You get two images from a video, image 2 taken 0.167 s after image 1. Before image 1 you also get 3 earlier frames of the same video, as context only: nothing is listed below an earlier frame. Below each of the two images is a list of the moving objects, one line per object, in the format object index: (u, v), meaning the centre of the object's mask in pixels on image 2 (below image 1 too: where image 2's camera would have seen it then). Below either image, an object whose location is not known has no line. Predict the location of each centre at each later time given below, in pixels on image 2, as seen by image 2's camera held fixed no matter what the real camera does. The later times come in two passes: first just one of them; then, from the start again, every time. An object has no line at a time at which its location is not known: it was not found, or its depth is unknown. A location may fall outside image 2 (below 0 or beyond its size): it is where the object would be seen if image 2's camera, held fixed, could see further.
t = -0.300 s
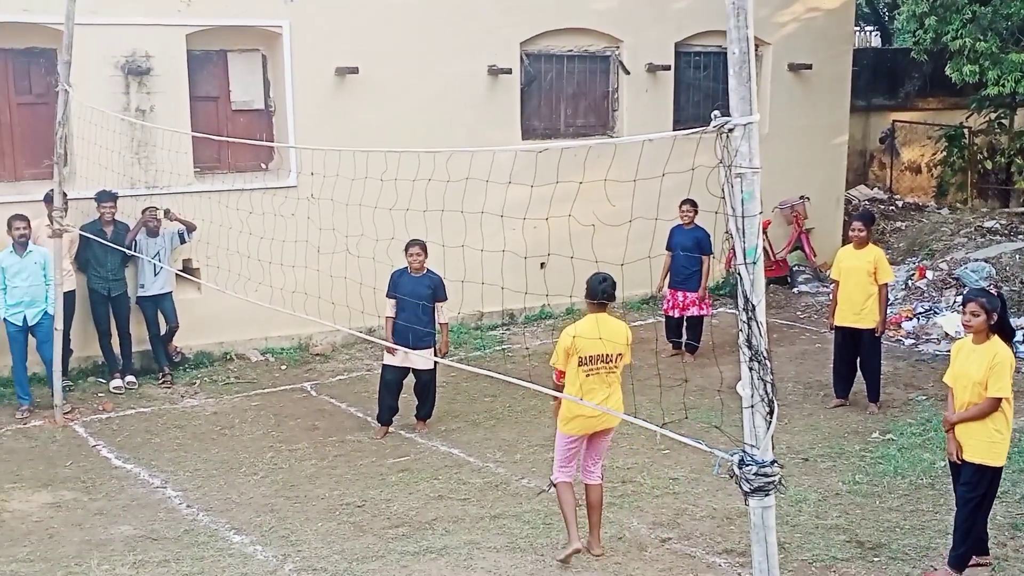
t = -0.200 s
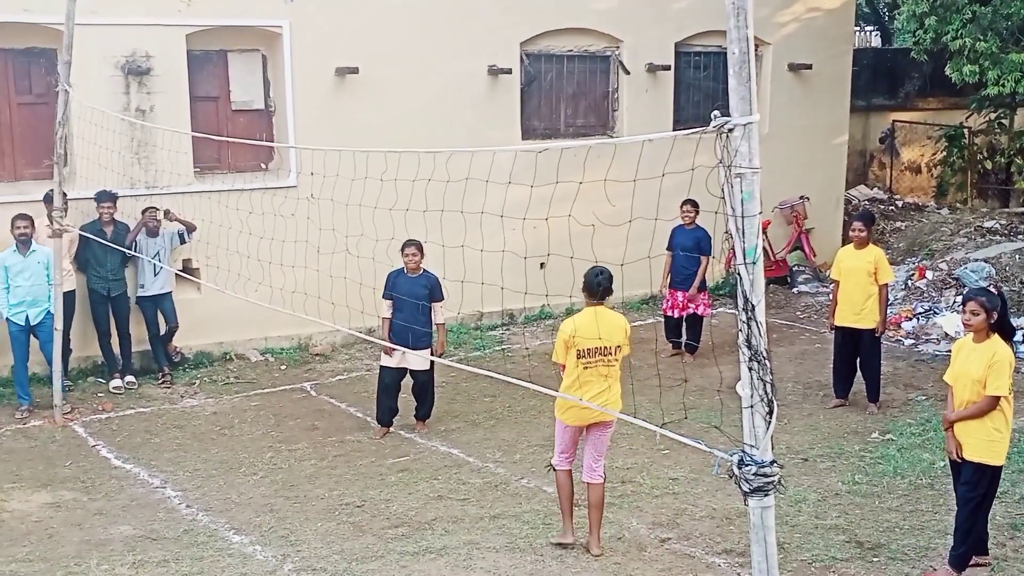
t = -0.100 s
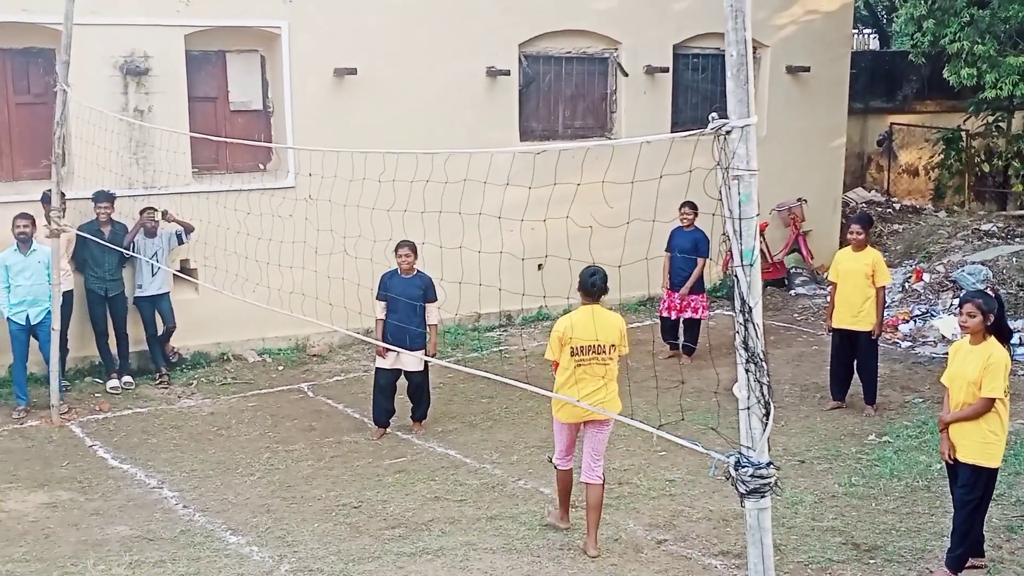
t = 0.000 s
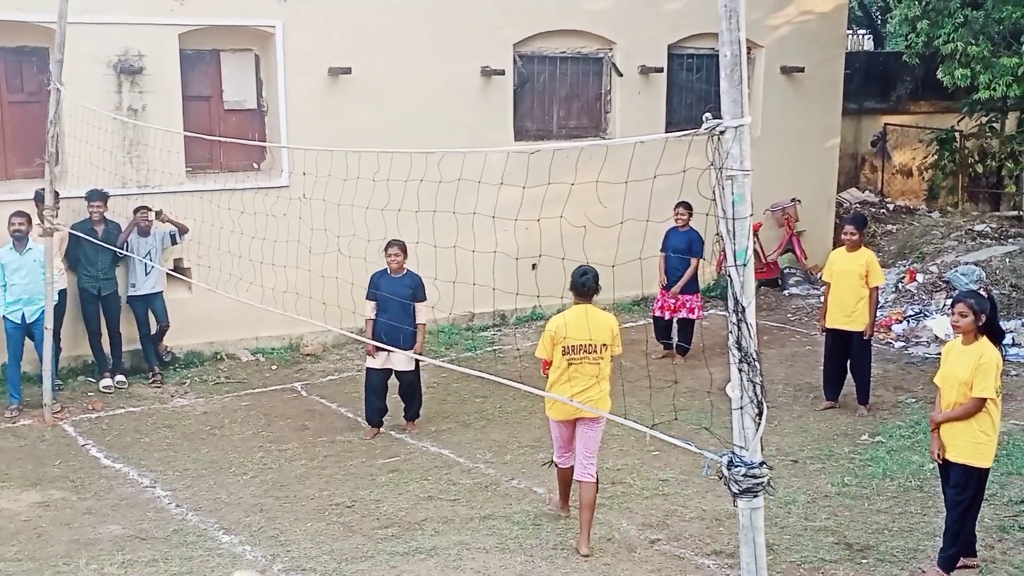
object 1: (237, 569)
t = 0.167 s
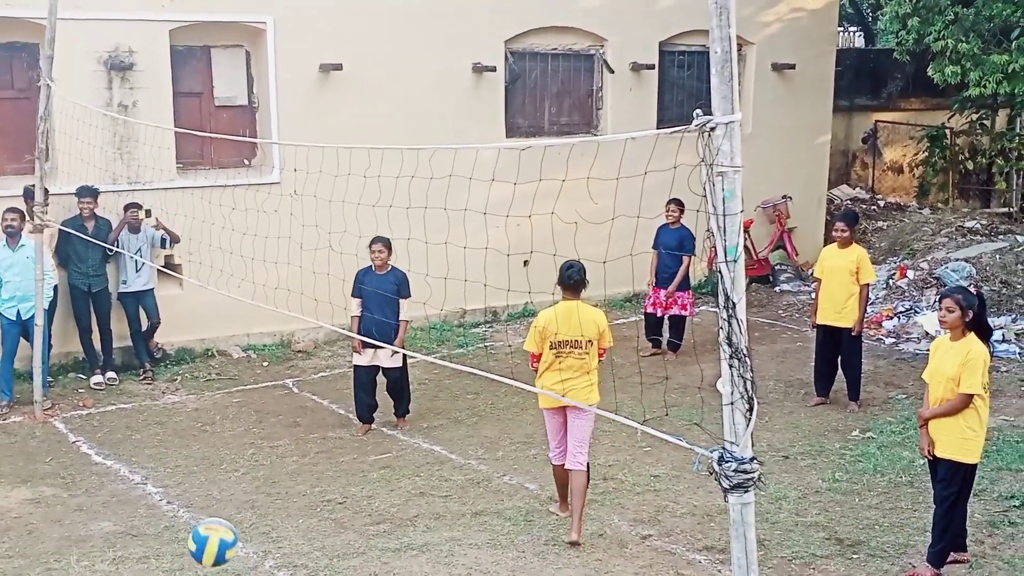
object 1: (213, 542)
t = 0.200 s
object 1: (208, 540)
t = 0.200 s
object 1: (208, 540)
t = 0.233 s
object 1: (204, 539)
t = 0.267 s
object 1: (201, 542)
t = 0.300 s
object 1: (197, 547)
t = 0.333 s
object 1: (193, 553)
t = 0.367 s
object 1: (190, 560)
